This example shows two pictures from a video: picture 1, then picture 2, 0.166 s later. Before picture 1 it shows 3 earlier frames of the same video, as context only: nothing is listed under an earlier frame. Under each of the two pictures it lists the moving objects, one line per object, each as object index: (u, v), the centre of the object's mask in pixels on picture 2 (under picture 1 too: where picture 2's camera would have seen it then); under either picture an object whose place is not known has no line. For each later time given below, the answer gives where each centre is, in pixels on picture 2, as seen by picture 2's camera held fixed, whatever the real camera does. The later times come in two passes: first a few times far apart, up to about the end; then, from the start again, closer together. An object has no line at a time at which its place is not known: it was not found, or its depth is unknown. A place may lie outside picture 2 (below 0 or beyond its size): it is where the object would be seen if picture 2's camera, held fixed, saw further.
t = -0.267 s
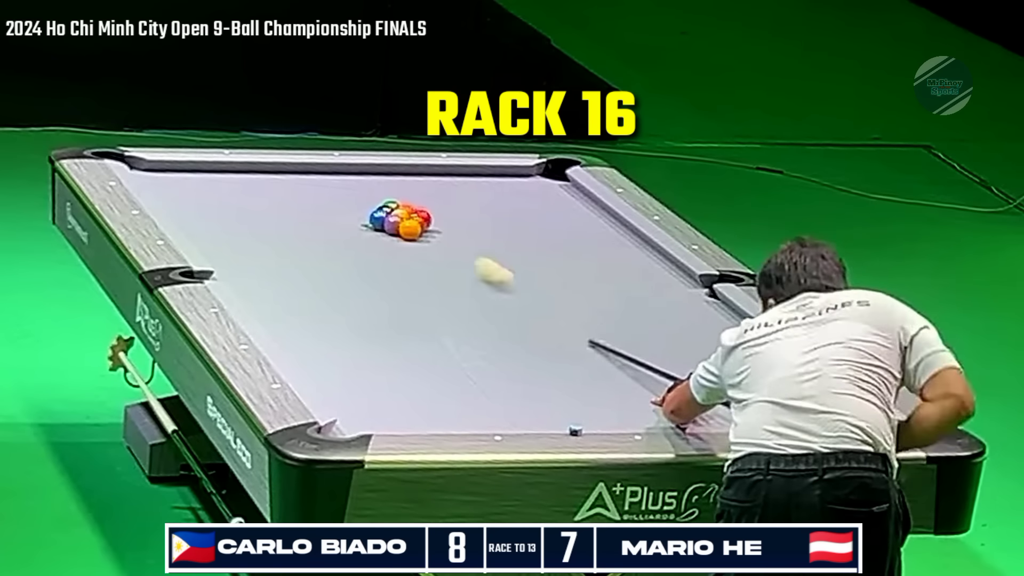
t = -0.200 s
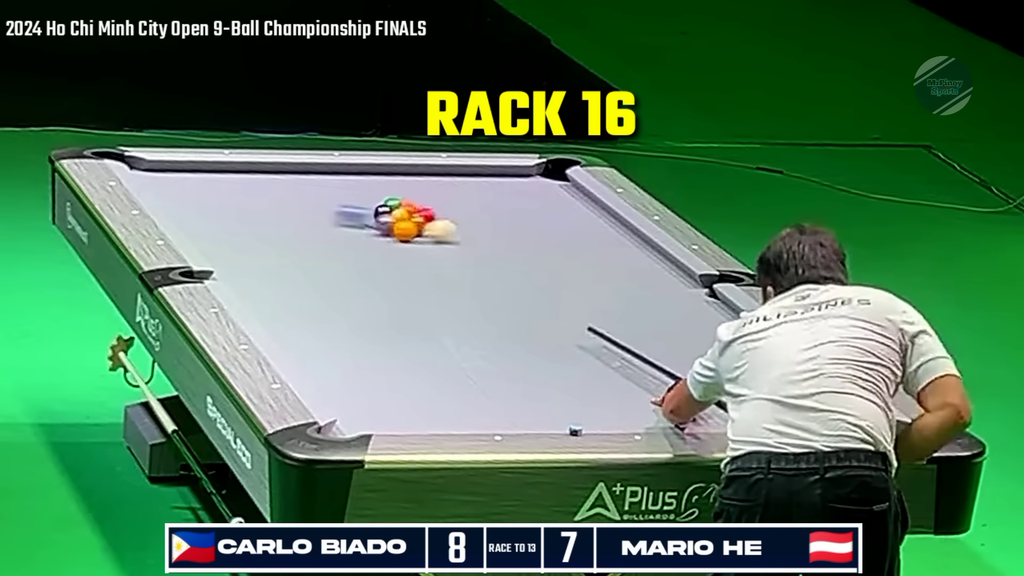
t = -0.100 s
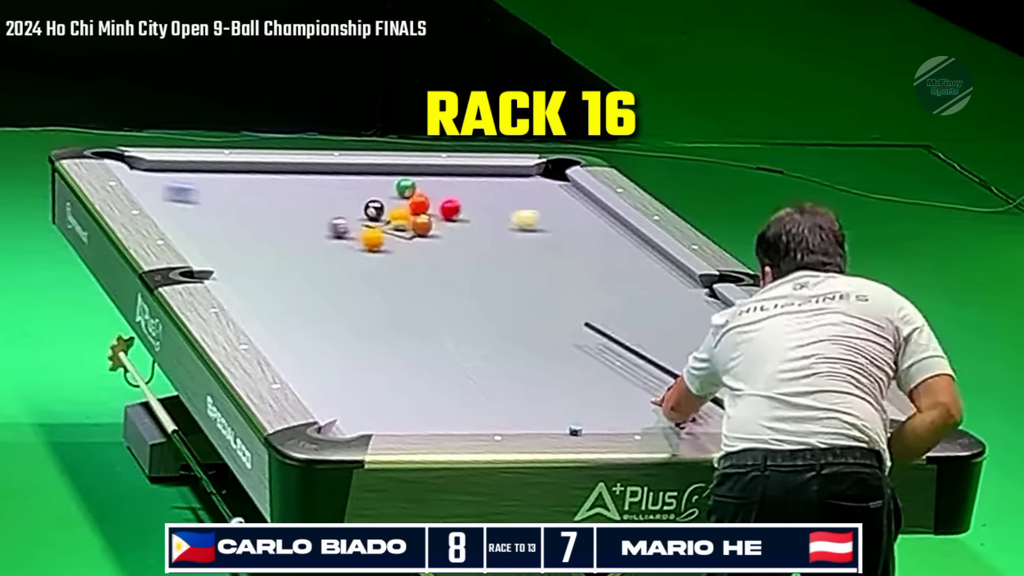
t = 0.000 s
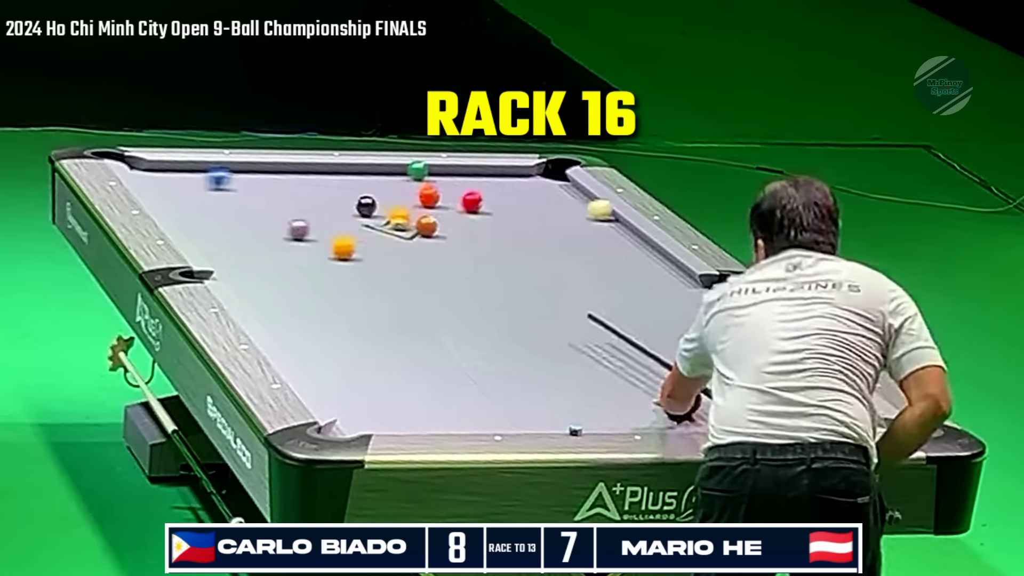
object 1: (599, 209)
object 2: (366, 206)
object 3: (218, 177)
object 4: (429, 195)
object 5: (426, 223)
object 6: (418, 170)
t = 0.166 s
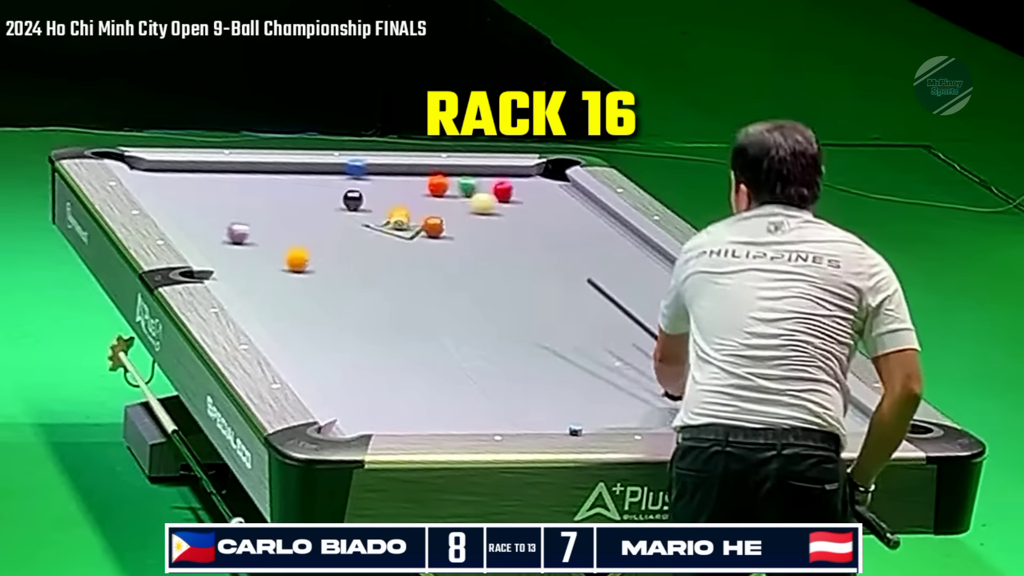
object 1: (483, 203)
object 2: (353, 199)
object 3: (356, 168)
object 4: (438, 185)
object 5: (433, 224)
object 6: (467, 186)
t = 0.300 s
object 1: (399, 199)
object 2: (342, 194)
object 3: (456, 177)
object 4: (420, 179)
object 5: (438, 224)
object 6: (532, 195)
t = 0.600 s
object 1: (243, 200)
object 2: (321, 183)
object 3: (537, 197)
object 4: (393, 170)
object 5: (447, 225)
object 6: (575, 214)
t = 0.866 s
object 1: (197, 204)
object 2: (302, 174)
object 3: (476, 216)
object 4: (390, 173)
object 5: (454, 225)
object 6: (545, 228)
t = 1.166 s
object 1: (275, 208)
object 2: (284, 168)
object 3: (421, 222)
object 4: (389, 178)
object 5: (456, 242)
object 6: (512, 243)
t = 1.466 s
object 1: (346, 210)
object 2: (282, 171)
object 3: (369, 224)
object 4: (387, 183)
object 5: (458, 259)
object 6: (480, 258)
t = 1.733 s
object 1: (409, 209)
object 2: (279, 175)
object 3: (323, 225)
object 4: (385, 186)
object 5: (460, 278)
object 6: (448, 270)
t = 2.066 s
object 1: (478, 214)
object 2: (277, 179)
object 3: (269, 227)
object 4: (384, 190)
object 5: (462, 300)
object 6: (414, 289)
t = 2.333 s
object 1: (531, 216)
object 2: (275, 182)
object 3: (227, 228)
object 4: (382, 194)
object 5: (462, 316)
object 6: (385, 302)
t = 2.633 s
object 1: (589, 218)
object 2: (274, 184)
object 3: (190, 228)
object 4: (380, 196)
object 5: (464, 335)
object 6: (353, 318)
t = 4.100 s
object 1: (504, 217)
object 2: (270, 188)
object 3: (258, 222)
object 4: (378, 200)
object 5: (470, 419)
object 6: (366, 377)
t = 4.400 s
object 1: (487, 217)
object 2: (270, 188)
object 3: (266, 222)
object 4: (378, 200)
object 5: (457, 417)
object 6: (391, 386)
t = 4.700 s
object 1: (472, 217)
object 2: (270, 188)
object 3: (271, 220)
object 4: (378, 200)
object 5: (443, 411)
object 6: (414, 394)
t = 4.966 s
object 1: (459, 216)
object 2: (270, 188)
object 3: (275, 220)
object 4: (378, 200)
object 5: (432, 405)
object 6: (433, 393)
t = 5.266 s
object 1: (448, 216)
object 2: (270, 188)
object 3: (277, 220)
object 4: (378, 200)
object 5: (427, 407)
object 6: (448, 398)
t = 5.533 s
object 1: (441, 216)
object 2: (270, 188)
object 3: (278, 220)
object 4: (378, 200)
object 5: (422, 408)
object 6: (459, 398)
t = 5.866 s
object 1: (433, 215)
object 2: (270, 188)
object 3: (277, 220)
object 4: (378, 200)
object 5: (420, 409)
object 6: (469, 397)
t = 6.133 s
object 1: (429, 215)
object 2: (270, 188)
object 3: (278, 220)
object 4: (378, 200)
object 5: (420, 409)
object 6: (475, 396)
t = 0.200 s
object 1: (461, 202)
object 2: (350, 198)
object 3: (381, 169)
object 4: (432, 184)
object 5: (434, 224)
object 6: (485, 188)
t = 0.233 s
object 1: (441, 202)
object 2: (348, 197)
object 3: (406, 172)
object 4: (427, 182)
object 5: (435, 224)
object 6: (500, 191)
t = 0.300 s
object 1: (399, 199)
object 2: (342, 194)
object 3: (456, 177)
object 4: (420, 179)
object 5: (438, 224)
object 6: (532, 195)
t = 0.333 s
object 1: (380, 199)
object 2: (340, 193)
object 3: (478, 176)
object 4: (417, 179)
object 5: (439, 225)
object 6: (547, 197)
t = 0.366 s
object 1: (362, 199)
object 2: (338, 192)
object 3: (501, 180)
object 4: (414, 177)
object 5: (440, 225)
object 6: (560, 200)
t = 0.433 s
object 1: (325, 198)
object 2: (334, 186)
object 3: (543, 184)
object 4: (408, 174)
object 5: (442, 225)
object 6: (588, 204)
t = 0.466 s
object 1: (308, 199)
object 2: (330, 188)
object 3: (565, 186)
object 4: (405, 174)
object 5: (444, 225)
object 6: (595, 207)
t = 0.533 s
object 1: (275, 199)
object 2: (325, 186)
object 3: (559, 191)
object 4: (399, 171)
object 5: (445, 225)
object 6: (583, 210)
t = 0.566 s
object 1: (259, 200)
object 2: (323, 185)
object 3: (549, 193)
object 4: (396, 170)
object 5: (446, 225)
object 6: (579, 212)
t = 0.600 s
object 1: (243, 200)
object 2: (321, 183)
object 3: (537, 197)
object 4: (393, 170)
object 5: (447, 225)
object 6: (575, 214)
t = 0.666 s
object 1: (211, 201)
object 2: (316, 181)
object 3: (519, 201)
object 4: (391, 170)
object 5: (449, 225)
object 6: (570, 214)
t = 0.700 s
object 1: (195, 202)
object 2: (313, 181)
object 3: (511, 203)
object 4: (391, 170)
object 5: (450, 225)
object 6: (562, 219)
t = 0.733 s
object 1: (179, 203)
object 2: (311, 179)
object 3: (503, 206)
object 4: (391, 171)
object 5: (451, 226)
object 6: (557, 223)
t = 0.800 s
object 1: (174, 203)
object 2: (306, 176)
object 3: (489, 211)
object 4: (391, 172)
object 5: (453, 226)
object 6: (552, 224)
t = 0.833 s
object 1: (186, 204)
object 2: (305, 176)
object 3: (483, 214)
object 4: (391, 172)
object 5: (453, 226)
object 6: (549, 226)
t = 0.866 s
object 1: (197, 204)
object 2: (302, 174)
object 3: (476, 216)
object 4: (390, 173)
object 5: (454, 225)
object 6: (545, 228)
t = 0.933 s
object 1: (217, 205)
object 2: (299, 172)
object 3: (466, 219)
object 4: (390, 174)
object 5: (455, 226)
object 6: (538, 231)
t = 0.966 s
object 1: (226, 206)
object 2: (296, 172)
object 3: (458, 217)
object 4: (390, 175)
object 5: (455, 227)
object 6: (534, 233)
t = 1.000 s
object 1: (234, 206)
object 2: (293, 171)
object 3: (449, 219)
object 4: (390, 175)
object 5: (455, 229)
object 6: (531, 235)
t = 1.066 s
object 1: (251, 207)
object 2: (289, 169)
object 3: (438, 221)
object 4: (389, 176)
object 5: (456, 235)
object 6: (523, 238)
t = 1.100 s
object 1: (259, 207)
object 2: (287, 168)
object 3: (433, 221)
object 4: (389, 177)
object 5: (456, 238)
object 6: (519, 239)
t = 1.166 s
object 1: (275, 208)
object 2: (284, 168)
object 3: (421, 222)
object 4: (389, 178)
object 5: (456, 242)
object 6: (512, 243)
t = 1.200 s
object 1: (283, 208)
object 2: (284, 168)
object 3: (415, 222)
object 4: (389, 178)
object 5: (457, 245)
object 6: (509, 245)
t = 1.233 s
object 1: (291, 208)
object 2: (284, 169)
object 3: (410, 222)
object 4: (389, 179)
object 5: (457, 247)
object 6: (505, 247)
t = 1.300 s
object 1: (308, 209)
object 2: (284, 169)
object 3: (397, 223)
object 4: (388, 180)
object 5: (457, 250)
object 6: (498, 249)
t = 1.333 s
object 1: (316, 209)
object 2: (283, 170)
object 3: (391, 223)
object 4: (388, 181)
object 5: (458, 253)
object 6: (494, 251)
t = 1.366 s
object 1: (323, 209)
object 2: (283, 170)
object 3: (385, 223)
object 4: (388, 181)
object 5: (458, 255)
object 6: (491, 253)
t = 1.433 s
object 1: (339, 210)
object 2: (282, 171)
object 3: (374, 224)
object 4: (387, 182)
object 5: (458, 259)
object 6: (483, 256)
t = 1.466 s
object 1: (346, 210)
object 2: (282, 171)
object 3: (369, 224)
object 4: (387, 183)
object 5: (458, 259)
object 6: (480, 258)
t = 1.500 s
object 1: (353, 209)
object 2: (281, 172)
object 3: (363, 224)
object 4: (387, 183)
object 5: (459, 263)
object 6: (477, 259)
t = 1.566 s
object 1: (369, 211)
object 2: (281, 173)
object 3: (351, 224)
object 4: (386, 184)
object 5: (459, 267)
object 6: (471, 260)
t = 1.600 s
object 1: (377, 212)
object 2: (281, 173)
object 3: (346, 224)
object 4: (386, 184)
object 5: (460, 269)
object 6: (466, 260)
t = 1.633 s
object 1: (383, 211)
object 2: (280, 174)
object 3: (340, 225)
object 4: (386, 185)
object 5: (459, 271)
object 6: (462, 262)
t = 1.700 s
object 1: (399, 205)
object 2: (280, 174)
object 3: (329, 225)
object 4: (385, 185)
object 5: (459, 275)
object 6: (452, 266)
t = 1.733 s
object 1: (409, 209)
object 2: (279, 175)
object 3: (323, 225)
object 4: (385, 186)
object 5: (460, 278)
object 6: (448, 270)
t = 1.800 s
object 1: (420, 213)
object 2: (279, 175)
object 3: (312, 226)
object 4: (385, 187)
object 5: (461, 283)
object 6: (442, 275)
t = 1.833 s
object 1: (429, 213)
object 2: (279, 175)
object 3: (307, 226)
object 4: (385, 188)
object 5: (461, 284)
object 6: (439, 277)
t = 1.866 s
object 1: (435, 213)
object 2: (278, 176)
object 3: (301, 226)
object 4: (385, 188)
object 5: (461, 286)
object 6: (436, 278)
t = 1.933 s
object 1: (450, 213)
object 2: (278, 177)
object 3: (291, 226)
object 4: (384, 188)
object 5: (461, 292)
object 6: (428, 282)
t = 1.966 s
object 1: (457, 214)
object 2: (278, 177)
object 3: (285, 226)
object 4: (384, 188)
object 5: (461, 293)
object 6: (425, 284)
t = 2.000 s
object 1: (464, 214)
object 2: (278, 178)
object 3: (280, 226)
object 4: (384, 189)
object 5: (461, 295)
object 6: (421, 285)
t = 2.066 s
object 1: (478, 214)
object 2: (277, 179)
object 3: (269, 227)
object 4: (384, 190)
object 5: (462, 300)
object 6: (414, 289)
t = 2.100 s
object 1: (484, 215)
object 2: (277, 180)
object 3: (264, 227)
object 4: (383, 190)
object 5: (462, 300)
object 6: (410, 291)
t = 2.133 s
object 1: (491, 215)
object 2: (277, 180)
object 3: (259, 227)
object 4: (382, 191)
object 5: (462, 303)
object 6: (407, 292)
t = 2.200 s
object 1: (505, 215)
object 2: (276, 181)
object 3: (248, 228)
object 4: (382, 192)
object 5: (462, 308)
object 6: (399, 296)
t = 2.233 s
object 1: (512, 215)
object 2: (276, 181)
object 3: (243, 228)
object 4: (382, 193)
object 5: (462, 310)
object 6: (396, 297)
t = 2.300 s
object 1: (525, 216)
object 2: (276, 181)
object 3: (233, 228)
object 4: (382, 193)
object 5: (462, 314)
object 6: (388, 301)
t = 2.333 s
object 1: (531, 216)
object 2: (275, 182)
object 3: (227, 228)
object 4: (382, 194)
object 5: (462, 316)
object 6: (385, 302)
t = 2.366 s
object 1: (538, 216)
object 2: (275, 182)
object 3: (222, 228)
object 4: (381, 194)
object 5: (463, 319)
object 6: (381, 304)
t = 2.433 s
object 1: (551, 217)
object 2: (275, 182)
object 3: (212, 229)
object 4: (381, 194)
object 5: (463, 323)
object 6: (374, 307)
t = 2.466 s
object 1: (557, 217)
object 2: (275, 182)
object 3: (207, 229)
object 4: (381, 195)
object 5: (463, 325)
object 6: (371, 309)
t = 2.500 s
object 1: (563, 217)
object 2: (275, 183)
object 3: (202, 229)
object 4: (381, 195)
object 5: (463, 327)
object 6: (367, 311)
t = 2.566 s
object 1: (577, 217)
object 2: (274, 183)
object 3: (193, 229)
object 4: (380, 195)
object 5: (464, 331)
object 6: (360, 314)
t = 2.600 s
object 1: (583, 218)
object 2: (274, 184)
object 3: (189, 228)
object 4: (380, 196)
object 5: (464, 333)
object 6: (356, 316)
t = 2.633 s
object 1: (589, 218)
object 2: (274, 184)
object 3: (190, 228)
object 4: (380, 196)
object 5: (464, 335)
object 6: (353, 318)
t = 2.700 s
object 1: (601, 218)
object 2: (274, 184)
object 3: (195, 229)
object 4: (380, 197)
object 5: (464, 340)
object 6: (346, 321)
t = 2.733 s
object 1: (607, 218)
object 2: (274, 185)
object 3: (197, 229)
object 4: (379, 196)
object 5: (465, 341)
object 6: (342, 323)
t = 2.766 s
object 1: (612, 219)
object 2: (273, 185)
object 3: (199, 228)
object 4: (379, 197)
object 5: (464, 344)
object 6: (339, 324)
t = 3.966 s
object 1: (514, 217)
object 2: (270, 188)
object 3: (254, 223)
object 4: (378, 200)
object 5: (469, 414)
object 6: (355, 373)
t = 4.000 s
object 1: (511, 217)
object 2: (270, 188)
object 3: (255, 223)
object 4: (378, 200)
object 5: (469, 415)
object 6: (358, 374)
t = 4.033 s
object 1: (509, 217)
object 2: (270, 188)
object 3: (256, 223)
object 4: (378, 200)
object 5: (469, 417)
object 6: (361, 375)
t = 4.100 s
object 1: (504, 217)
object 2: (270, 188)
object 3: (258, 222)
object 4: (378, 200)
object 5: (470, 419)
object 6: (366, 377)
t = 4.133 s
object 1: (502, 217)
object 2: (270, 188)
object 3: (259, 222)
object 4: (378, 200)
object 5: (470, 421)
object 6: (369, 378)
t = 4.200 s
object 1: (498, 217)
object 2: (270, 188)
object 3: (261, 222)
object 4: (378, 200)
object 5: (467, 420)
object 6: (375, 380)
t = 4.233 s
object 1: (497, 217)
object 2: (270, 188)
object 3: (262, 222)
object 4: (378, 200)
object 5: (466, 420)
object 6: (378, 381)
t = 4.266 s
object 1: (495, 217)
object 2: (270, 188)
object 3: (262, 222)
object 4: (378, 200)
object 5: (464, 419)
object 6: (381, 382)
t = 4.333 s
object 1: (491, 217)
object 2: (270, 188)
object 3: (264, 221)
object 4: (378, 200)
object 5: (460, 417)
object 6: (385, 384)
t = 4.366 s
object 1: (489, 217)
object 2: (270, 188)
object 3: (265, 221)
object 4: (378, 200)
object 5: (458, 417)
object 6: (388, 385)
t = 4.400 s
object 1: (487, 217)
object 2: (270, 188)
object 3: (266, 222)
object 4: (378, 200)
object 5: (457, 417)
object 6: (391, 386)
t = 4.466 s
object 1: (483, 217)
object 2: (270, 188)
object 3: (267, 221)
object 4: (378, 200)
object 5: (453, 415)
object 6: (396, 388)
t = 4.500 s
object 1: (482, 217)
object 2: (270, 188)
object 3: (267, 221)
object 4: (378, 200)
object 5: (452, 414)
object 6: (399, 389)
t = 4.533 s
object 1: (480, 217)
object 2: (270, 188)
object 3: (268, 221)
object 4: (378, 200)
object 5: (450, 414)
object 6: (402, 390)
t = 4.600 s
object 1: (476, 217)
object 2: (270, 188)
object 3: (269, 221)
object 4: (378, 200)
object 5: (447, 412)
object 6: (407, 392)
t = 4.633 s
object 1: (475, 217)
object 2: (270, 188)
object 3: (270, 221)
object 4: (378, 200)
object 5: (445, 412)
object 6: (409, 393)
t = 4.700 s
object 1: (472, 217)
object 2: (270, 188)
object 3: (271, 220)
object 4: (378, 200)
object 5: (443, 411)
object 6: (414, 394)
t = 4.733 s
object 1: (470, 217)
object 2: (270, 188)
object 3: (272, 221)
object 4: (378, 200)
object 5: (441, 410)
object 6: (417, 395)
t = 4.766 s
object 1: (468, 216)
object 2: (270, 188)
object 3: (272, 221)
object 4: (378, 200)
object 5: (440, 409)
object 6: (419, 396)
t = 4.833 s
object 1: (465, 217)
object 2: (270, 188)
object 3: (273, 220)
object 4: (378, 200)
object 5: (437, 408)
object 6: (422, 396)
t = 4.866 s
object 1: (464, 216)
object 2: (270, 188)
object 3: (273, 220)
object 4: (378, 200)
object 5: (435, 407)
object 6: (424, 396)
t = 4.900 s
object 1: (462, 216)
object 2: (270, 188)
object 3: (274, 220)
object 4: (378, 200)
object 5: (434, 406)
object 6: (426, 395)
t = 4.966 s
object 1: (459, 216)
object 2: (270, 188)
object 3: (275, 220)
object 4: (378, 200)
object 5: (432, 405)
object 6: (433, 393)
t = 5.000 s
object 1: (458, 216)
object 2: (270, 188)
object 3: (275, 220)
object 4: (378, 200)
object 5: (432, 405)
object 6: (436, 394)
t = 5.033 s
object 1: (457, 216)
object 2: (270, 188)
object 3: (275, 220)
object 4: (378, 200)
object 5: (431, 405)
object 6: (439, 395)
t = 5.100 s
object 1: (454, 216)
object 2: (270, 188)
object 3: (276, 220)
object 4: (378, 200)
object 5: (430, 406)
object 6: (442, 396)
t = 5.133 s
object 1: (453, 216)
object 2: (270, 188)
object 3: (276, 220)
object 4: (378, 200)
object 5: (429, 407)
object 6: (444, 397)
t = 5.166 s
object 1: (452, 216)
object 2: (270, 188)
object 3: (277, 220)
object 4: (378, 200)
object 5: (428, 407)
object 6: (445, 397)
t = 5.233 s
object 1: (449, 216)
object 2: (270, 188)
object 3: (277, 220)
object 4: (378, 200)
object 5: (427, 407)
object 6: (447, 398)
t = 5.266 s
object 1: (448, 216)
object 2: (270, 188)
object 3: (277, 220)
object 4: (378, 200)
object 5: (427, 407)
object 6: (448, 398)
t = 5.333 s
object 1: (446, 216)
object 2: (270, 188)
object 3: (278, 220)
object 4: (378, 200)
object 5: (426, 408)
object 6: (451, 398)
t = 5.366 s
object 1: (445, 216)
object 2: (270, 188)
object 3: (278, 220)
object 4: (378, 200)
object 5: (425, 408)
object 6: (452, 398)
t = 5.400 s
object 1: (444, 215)
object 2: (270, 188)
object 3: (278, 220)
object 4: (378, 200)
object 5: (424, 408)
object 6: (453, 398)
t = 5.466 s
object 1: (442, 215)
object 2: (270, 188)
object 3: (278, 220)
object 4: (378, 200)
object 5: (423, 408)
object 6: (456, 398)
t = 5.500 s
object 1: (442, 216)
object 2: (270, 188)
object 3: (278, 220)
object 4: (378, 200)
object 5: (423, 408)
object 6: (457, 398)
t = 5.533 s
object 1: (441, 216)
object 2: (270, 188)
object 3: (278, 220)
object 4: (378, 200)
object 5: (422, 408)
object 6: (459, 398)
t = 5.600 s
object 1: (439, 216)
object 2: (270, 188)
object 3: (278, 220)
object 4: (378, 200)
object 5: (422, 408)
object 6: (461, 397)
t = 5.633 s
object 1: (438, 215)
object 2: (270, 188)
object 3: (278, 220)
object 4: (378, 200)
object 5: (421, 408)
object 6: (462, 397)
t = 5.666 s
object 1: (438, 216)
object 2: (270, 188)
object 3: (278, 220)
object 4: (378, 200)
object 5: (421, 409)
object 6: (463, 397)
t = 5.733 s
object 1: (436, 215)
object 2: (270, 188)
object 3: (277, 220)
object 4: (378, 200)
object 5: (420, 409)
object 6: (465, 397)
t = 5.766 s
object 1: (435, 215)
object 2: (270, 188)
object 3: (277, 220)
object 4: (378, 200)
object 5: (420, 409)
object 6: (466, 397)
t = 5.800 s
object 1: (435, 215)
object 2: (270, 188)
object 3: (277, 220)
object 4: (378, 200)
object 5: (420, 409)
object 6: (467, 397)
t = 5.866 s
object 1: (433, 215)
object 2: (270, 188)
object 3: (277, 220)
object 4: (378, 200)
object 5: (420, 409)
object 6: (469, 397)
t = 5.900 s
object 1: (433, 215)
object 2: (270, 188)
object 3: (278, 220)
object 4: (378, 200)
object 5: (420, 409)
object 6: (470, 397)
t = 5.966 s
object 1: (431, 215)
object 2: (270, 188)
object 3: (278, 220)
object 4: (378, 200)
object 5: (420, 409)
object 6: (472, 396)
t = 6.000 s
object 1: (431, 215)
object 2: (270, 188)
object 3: (278, 220)
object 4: (378, 200)
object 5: (420, 409)
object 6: (473, 396)
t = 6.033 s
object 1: (430, 215)
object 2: (270, 188)
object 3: (278, 220)
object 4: (378, 200)
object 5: (420, 409)
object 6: (473, 396)
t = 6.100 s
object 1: (430, 215)
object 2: (270, 188)
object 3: (277, 220)
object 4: (378, 200)
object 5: (420, 409)
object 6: (475, 396)
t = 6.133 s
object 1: (429, 215)
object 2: (270, 188)
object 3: (278, 220)
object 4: (378, 200)
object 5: (420, 409)
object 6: (475, 396)
